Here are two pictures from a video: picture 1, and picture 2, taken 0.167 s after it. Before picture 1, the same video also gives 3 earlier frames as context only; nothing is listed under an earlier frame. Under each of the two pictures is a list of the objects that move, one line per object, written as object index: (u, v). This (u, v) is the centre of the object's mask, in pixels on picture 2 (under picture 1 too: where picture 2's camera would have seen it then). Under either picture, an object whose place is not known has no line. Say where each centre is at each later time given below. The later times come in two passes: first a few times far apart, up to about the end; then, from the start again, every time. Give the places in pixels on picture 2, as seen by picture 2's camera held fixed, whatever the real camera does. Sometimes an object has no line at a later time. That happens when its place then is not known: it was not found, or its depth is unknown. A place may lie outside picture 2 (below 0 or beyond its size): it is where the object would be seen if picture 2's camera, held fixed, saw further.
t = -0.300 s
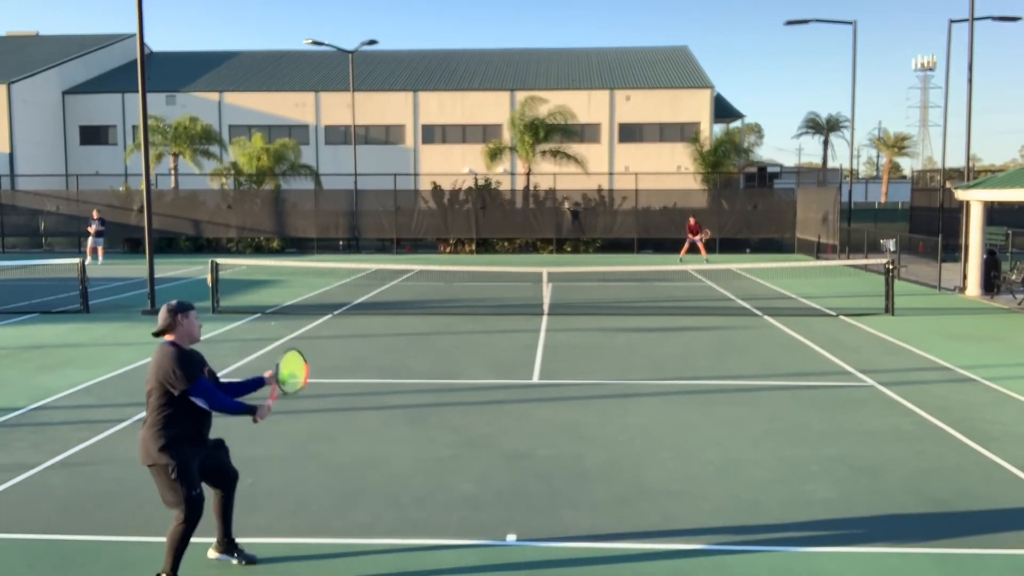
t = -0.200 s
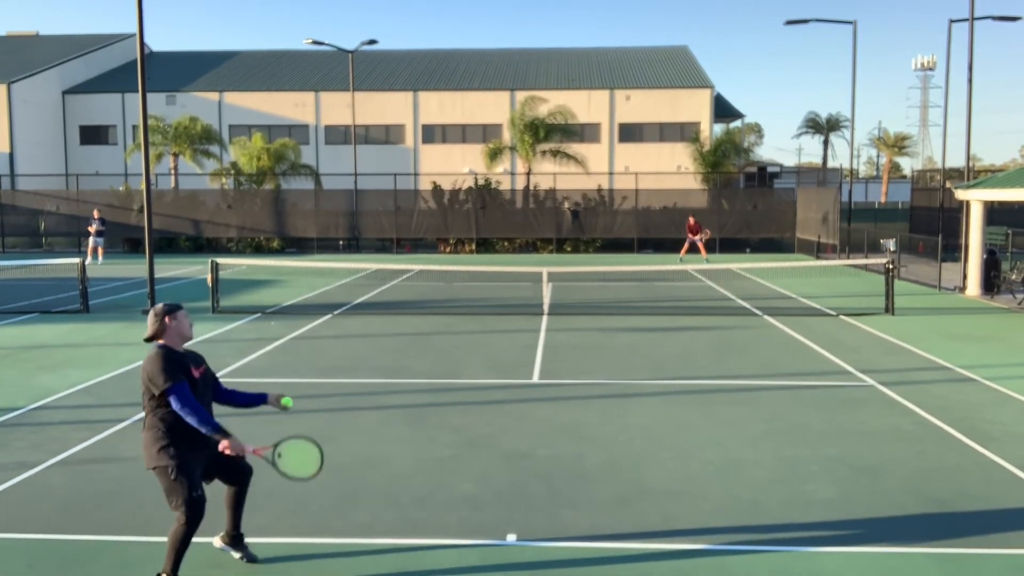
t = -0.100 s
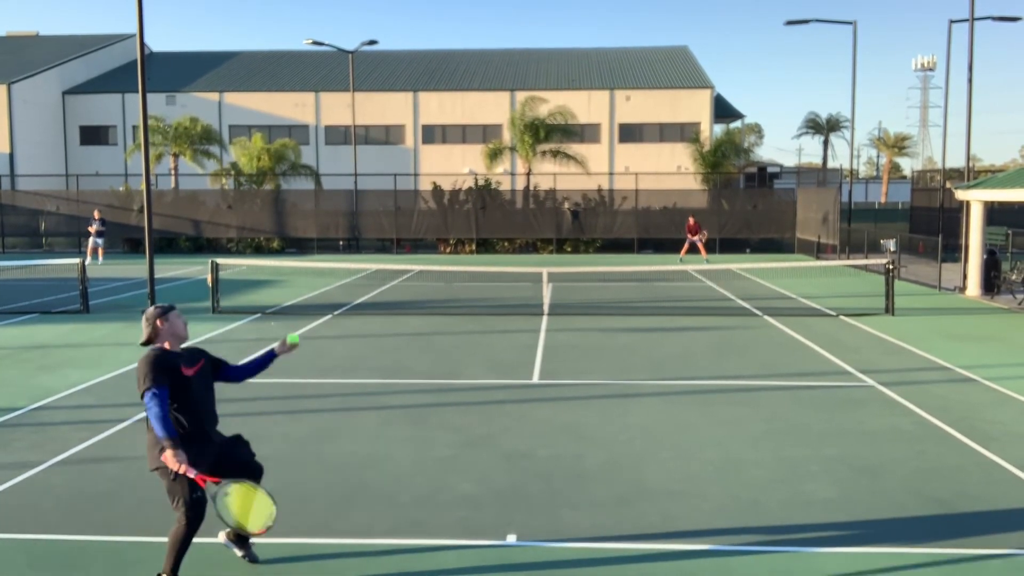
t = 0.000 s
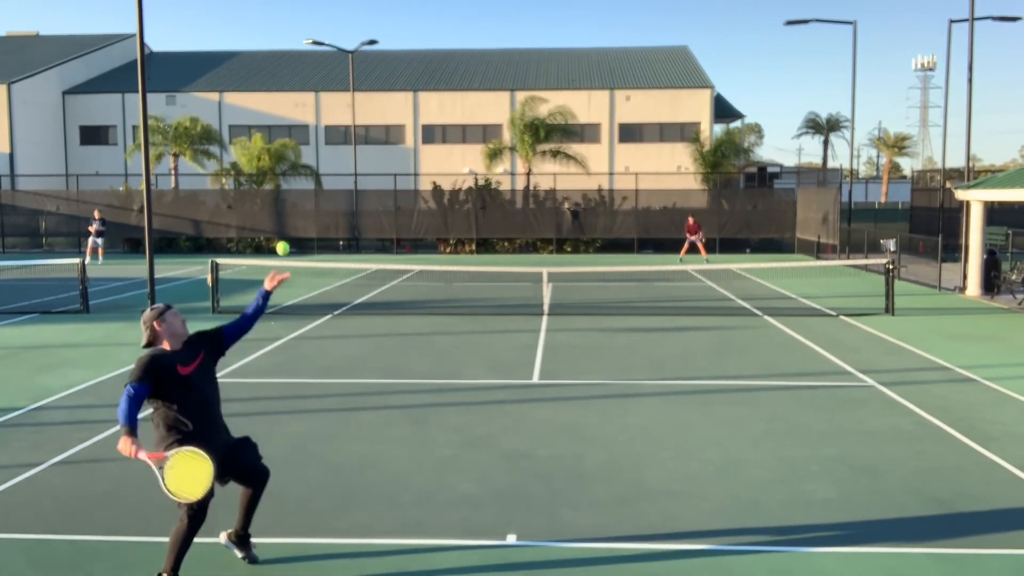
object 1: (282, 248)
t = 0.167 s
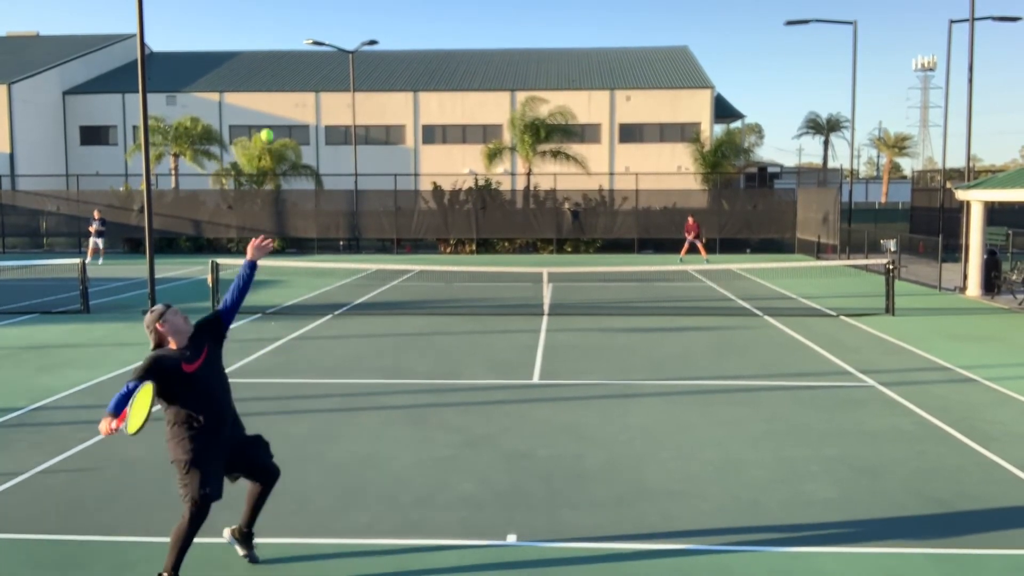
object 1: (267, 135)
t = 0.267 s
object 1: (257, 90)
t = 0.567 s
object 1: (233, 57)
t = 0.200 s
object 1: (262, 118)
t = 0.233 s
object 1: (260, 104)
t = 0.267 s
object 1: (257, 90)
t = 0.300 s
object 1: (254, 79)
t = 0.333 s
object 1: (251, 70)
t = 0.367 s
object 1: (248, 62)
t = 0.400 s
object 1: (246, 57)
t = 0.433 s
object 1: (243, 54)
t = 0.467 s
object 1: (240, 52)
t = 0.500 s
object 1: (238, 52)
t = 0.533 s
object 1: (235, 54)
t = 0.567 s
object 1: (233, 57)
